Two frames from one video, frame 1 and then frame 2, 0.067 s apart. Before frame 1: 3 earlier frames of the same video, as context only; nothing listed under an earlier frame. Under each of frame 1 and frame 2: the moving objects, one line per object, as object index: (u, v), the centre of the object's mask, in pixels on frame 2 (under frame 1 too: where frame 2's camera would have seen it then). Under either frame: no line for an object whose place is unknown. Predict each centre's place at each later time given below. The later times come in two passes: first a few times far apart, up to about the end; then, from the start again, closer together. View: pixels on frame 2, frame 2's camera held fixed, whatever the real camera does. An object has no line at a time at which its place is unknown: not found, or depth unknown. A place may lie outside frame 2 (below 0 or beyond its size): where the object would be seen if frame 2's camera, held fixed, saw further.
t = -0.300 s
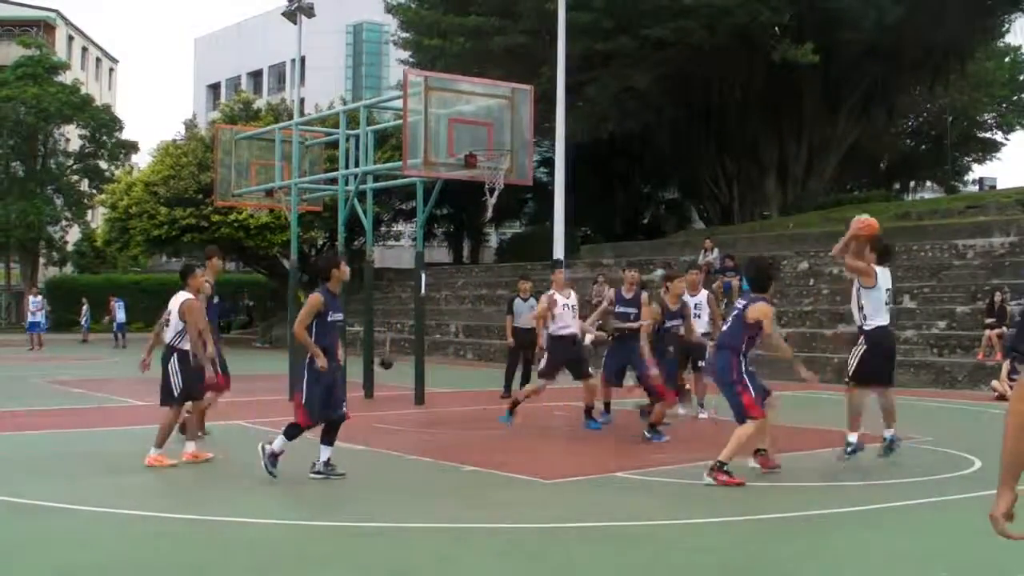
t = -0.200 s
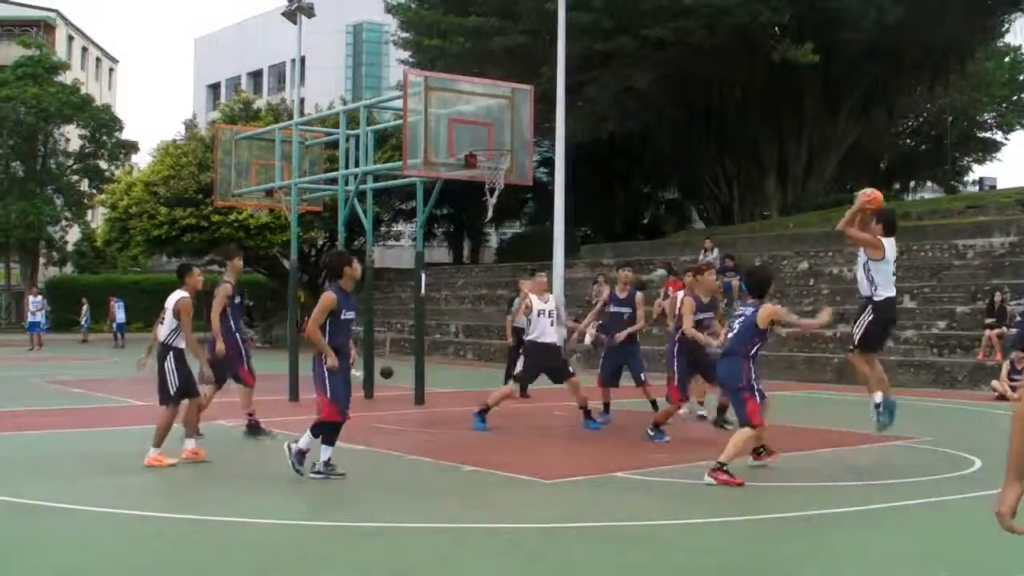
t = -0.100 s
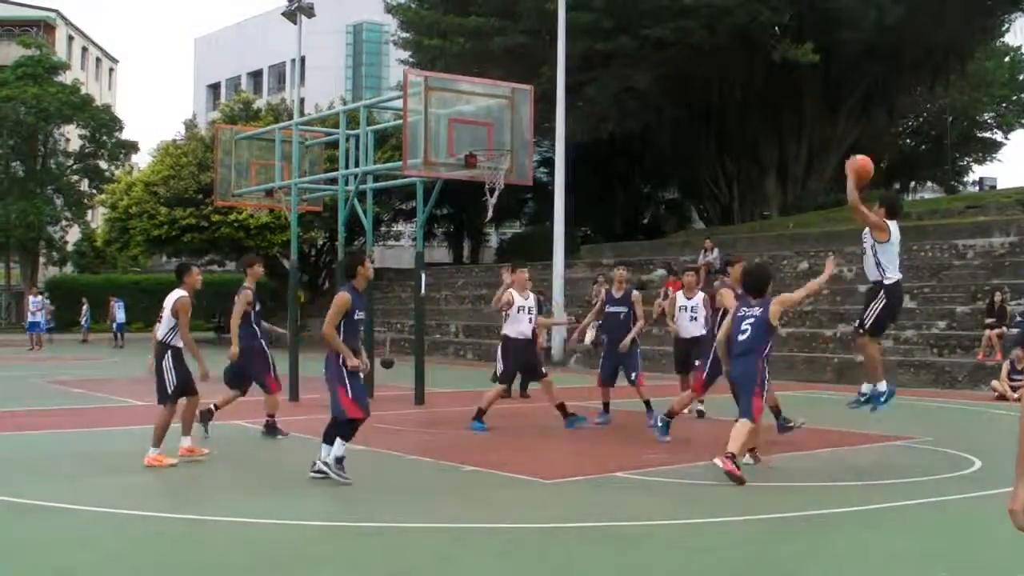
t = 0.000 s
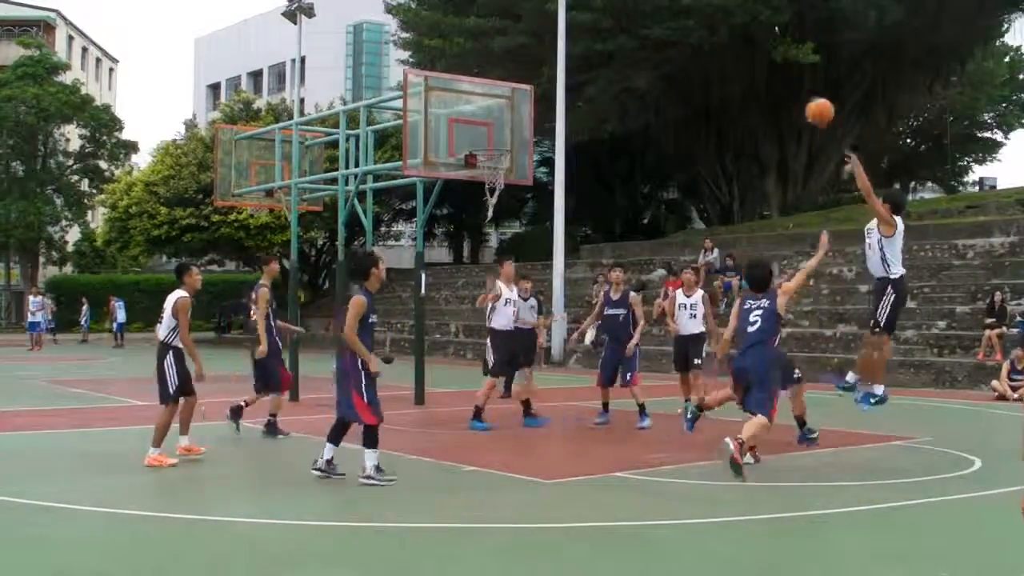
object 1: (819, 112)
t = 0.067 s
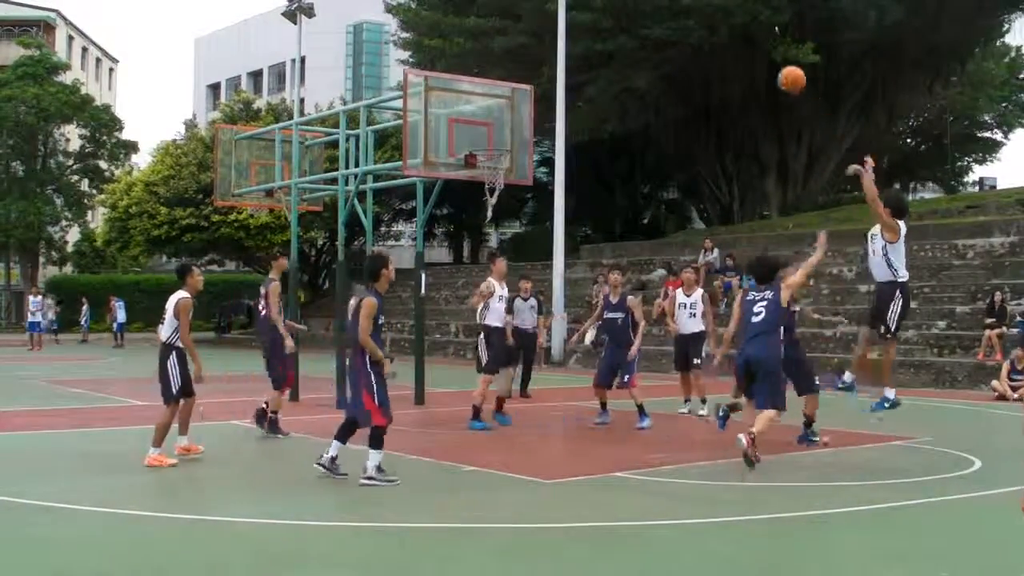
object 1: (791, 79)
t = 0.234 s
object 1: (726, 23)
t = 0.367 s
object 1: (679, 6)
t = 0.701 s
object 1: (579, 22)
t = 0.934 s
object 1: (517, 93)
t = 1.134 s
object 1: (480, 177)
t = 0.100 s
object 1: (778, 65)
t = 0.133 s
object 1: (765, 53)
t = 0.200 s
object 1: (738, 31)
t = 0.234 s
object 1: (726, 23)
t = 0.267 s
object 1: (714, 15)
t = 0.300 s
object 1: (703, 11)
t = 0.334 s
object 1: (691, 8)
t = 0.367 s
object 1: (679, 6)
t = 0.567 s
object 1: (616, 6)
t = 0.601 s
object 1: (607, 8)
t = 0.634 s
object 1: (598, 10)
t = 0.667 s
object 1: (588, 16)
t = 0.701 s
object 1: (579, 22)
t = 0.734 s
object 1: (571, 30)
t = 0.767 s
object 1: (560, 39)
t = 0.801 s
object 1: (551, 48)
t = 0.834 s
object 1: (542, 58)
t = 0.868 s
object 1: (535, 68)
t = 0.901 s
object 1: (526, 80)
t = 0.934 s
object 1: (517, 93)
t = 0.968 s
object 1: (508, 106)
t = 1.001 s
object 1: (500, 120)
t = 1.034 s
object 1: (493, 135)
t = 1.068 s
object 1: (482, 145)
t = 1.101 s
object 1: (480, 165)
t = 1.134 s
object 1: (480, 177)
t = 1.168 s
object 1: (480, 192)
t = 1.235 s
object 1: (483, 223)
